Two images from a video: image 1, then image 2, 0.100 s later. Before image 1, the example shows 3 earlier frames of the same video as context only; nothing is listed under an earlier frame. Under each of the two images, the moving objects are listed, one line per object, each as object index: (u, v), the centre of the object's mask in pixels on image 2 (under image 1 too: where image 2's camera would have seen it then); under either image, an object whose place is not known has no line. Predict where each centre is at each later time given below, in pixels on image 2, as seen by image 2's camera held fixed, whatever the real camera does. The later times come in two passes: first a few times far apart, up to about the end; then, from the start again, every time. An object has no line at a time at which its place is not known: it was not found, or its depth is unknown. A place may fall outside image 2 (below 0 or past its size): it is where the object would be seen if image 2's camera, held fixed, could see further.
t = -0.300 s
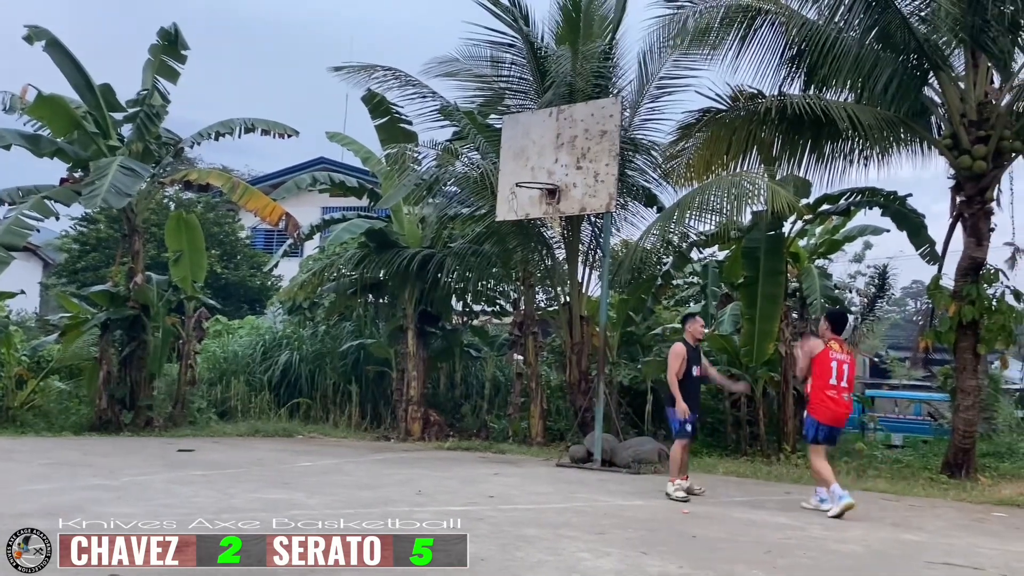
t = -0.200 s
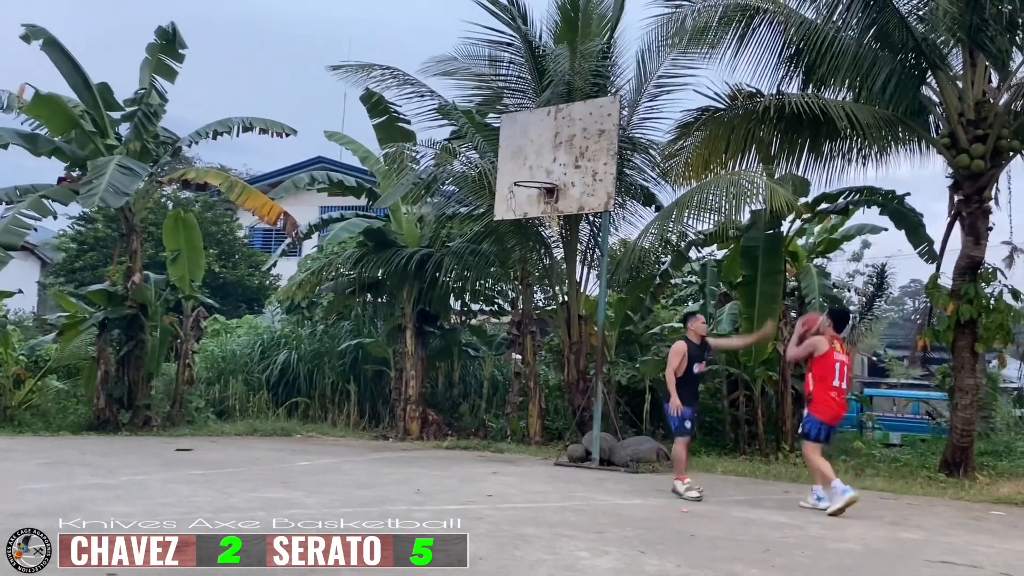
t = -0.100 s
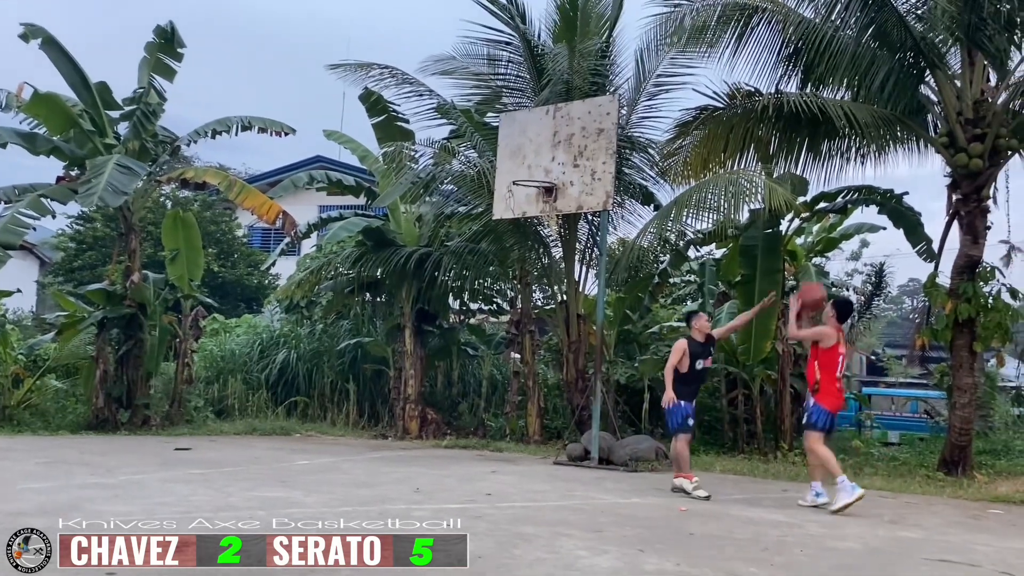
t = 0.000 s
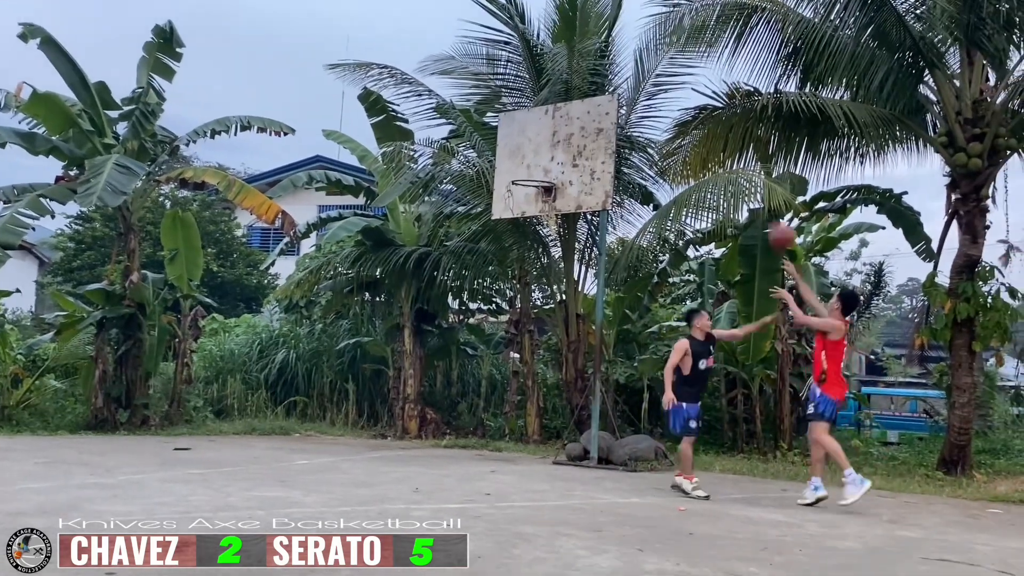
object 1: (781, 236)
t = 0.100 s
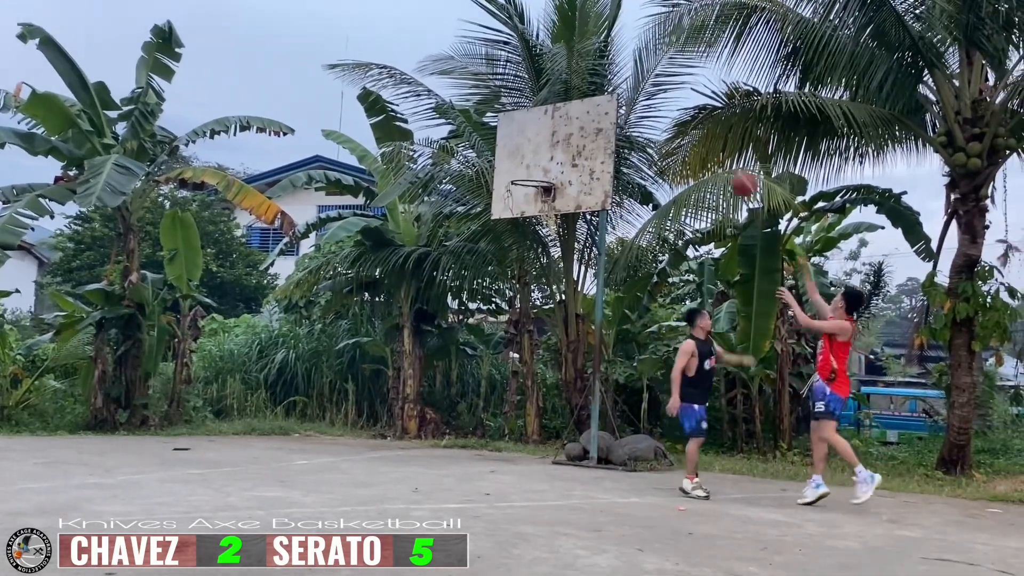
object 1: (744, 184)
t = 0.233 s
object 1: (698, 137)
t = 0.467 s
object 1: (624, 107)
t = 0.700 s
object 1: (558, 127)
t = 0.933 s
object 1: (497, 192)
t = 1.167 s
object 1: (438, 297)
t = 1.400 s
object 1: (381, 438)
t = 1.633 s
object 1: (382, 335)
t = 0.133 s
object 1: (732, 170)
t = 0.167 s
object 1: (720, 157)
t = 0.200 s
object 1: (710, 147)
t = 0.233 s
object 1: (698, 137)
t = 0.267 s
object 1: (687, 130)
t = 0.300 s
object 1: (677, 123)
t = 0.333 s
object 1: (666, 117)
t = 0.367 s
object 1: (655, 113)
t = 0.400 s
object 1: (645, 110)
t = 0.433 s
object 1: (635, 108)
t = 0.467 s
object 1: (624, 107)
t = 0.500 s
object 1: (614, 106)
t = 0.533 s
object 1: (606, 108)
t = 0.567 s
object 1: (595, 110)
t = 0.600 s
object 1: (585, 113)
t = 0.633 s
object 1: (577, 116)
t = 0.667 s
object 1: (568, 122)
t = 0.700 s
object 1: (558, 127)
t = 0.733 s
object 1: (550, 133)
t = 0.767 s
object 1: (540, 141)
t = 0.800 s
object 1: (531, 149)
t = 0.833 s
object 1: (522, 159)
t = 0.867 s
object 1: (513, 169)
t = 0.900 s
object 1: (505, 180)
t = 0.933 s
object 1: (497, 192)
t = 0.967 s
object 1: (488, 203)
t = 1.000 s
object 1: (481, 217)
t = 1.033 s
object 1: (471, 231)
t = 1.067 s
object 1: (463, 246)
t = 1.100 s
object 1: (454, 262)
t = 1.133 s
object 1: (446, 278)
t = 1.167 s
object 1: (438, 297)
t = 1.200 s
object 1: (430, 314)
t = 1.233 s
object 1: (422, 332)
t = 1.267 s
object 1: (414, 351)
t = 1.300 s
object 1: (406, 372)
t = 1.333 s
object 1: (397, 393)
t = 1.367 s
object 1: (389, 415)
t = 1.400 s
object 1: (381, 438)
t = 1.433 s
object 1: (380, 438)
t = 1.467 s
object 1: (379, 419)
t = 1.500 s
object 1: (380, 397)
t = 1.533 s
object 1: (381, 380)
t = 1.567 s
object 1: (381, 365)
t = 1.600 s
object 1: (382, 349)
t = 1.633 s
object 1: (382, 335)
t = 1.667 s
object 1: (382, 323)
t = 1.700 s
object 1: (383, 312)
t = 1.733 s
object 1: (382, 301)
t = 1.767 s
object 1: (382, 290)
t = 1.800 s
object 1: (382, 282)
